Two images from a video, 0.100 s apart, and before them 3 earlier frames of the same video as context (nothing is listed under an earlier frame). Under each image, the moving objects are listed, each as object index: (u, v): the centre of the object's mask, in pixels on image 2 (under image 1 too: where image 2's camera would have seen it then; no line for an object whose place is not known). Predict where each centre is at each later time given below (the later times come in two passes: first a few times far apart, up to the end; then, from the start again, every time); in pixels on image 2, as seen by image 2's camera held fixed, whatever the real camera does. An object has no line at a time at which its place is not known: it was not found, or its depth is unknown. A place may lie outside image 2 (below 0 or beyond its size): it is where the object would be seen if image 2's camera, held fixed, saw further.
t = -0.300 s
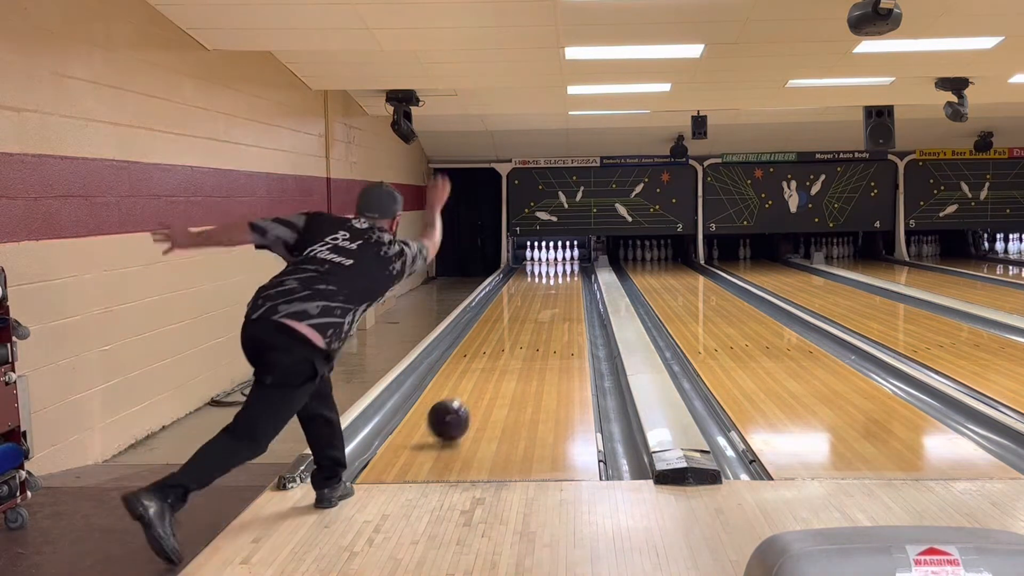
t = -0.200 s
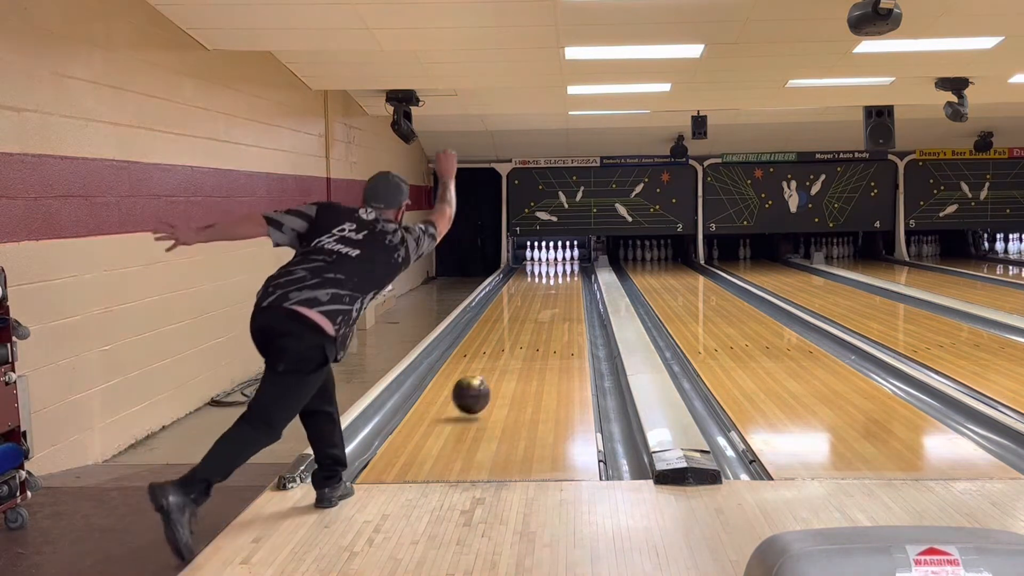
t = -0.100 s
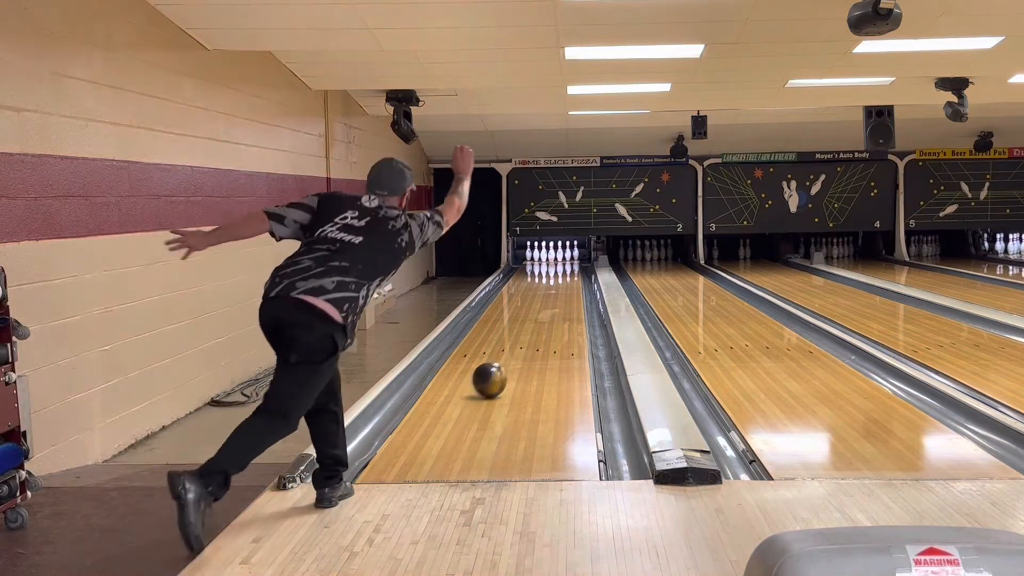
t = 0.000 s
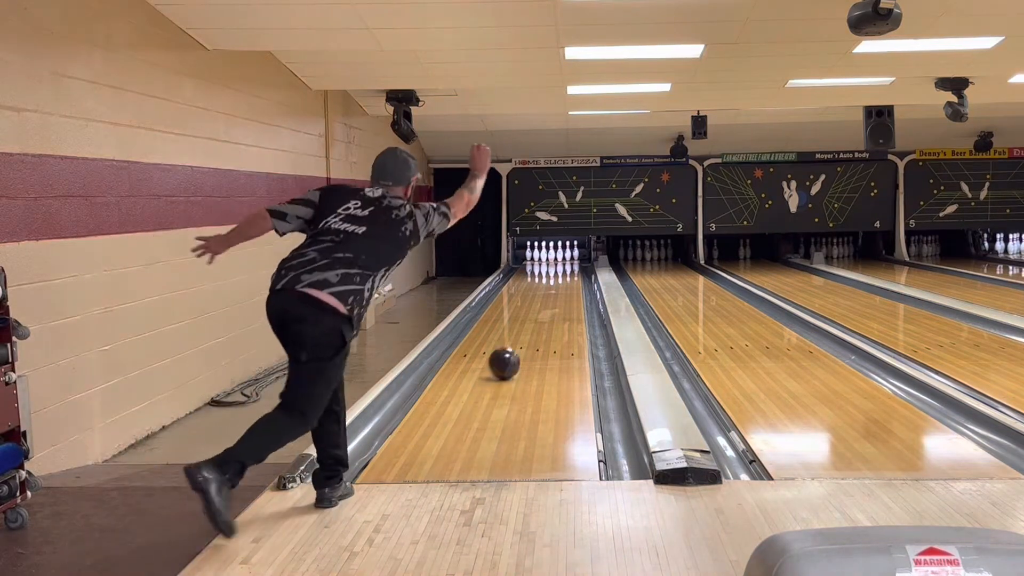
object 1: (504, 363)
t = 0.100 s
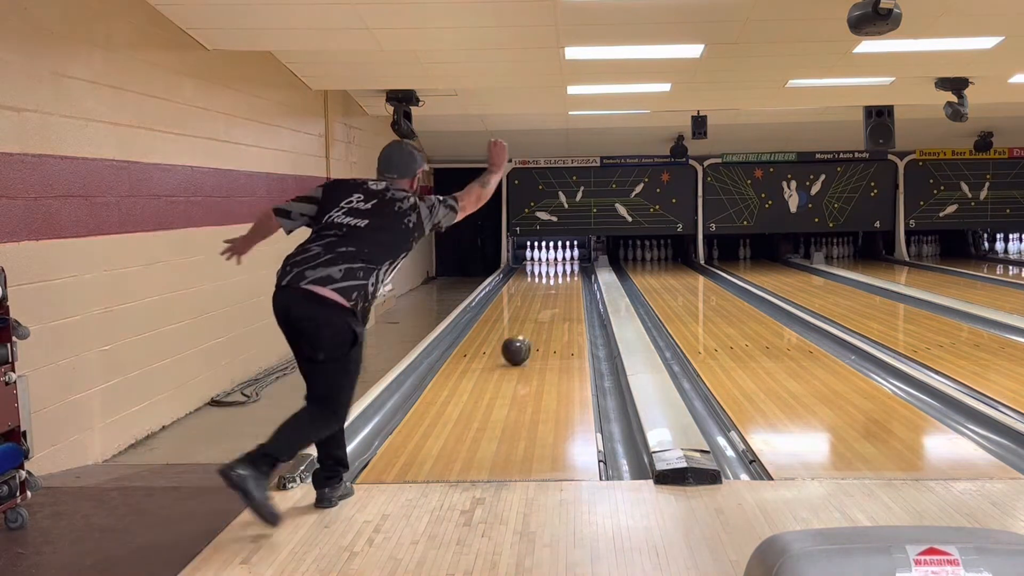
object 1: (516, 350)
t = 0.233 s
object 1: (528, 336)
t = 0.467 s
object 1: (544, 316)
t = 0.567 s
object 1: (548, 310)
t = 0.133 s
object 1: (519, 346)
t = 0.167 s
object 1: (522, 342)
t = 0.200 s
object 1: (525, 339)
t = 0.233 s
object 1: (528, 336)
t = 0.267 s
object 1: (531, 332)
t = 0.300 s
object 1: (533, 329)
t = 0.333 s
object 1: (535, 327)
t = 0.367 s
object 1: (538, 324)
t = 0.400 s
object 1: (540, 322)
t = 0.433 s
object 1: (542, 319)
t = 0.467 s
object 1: (544, 316)
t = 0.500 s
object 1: (545, 314)
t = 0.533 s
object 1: (547, 312)
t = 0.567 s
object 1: (548, 310)
